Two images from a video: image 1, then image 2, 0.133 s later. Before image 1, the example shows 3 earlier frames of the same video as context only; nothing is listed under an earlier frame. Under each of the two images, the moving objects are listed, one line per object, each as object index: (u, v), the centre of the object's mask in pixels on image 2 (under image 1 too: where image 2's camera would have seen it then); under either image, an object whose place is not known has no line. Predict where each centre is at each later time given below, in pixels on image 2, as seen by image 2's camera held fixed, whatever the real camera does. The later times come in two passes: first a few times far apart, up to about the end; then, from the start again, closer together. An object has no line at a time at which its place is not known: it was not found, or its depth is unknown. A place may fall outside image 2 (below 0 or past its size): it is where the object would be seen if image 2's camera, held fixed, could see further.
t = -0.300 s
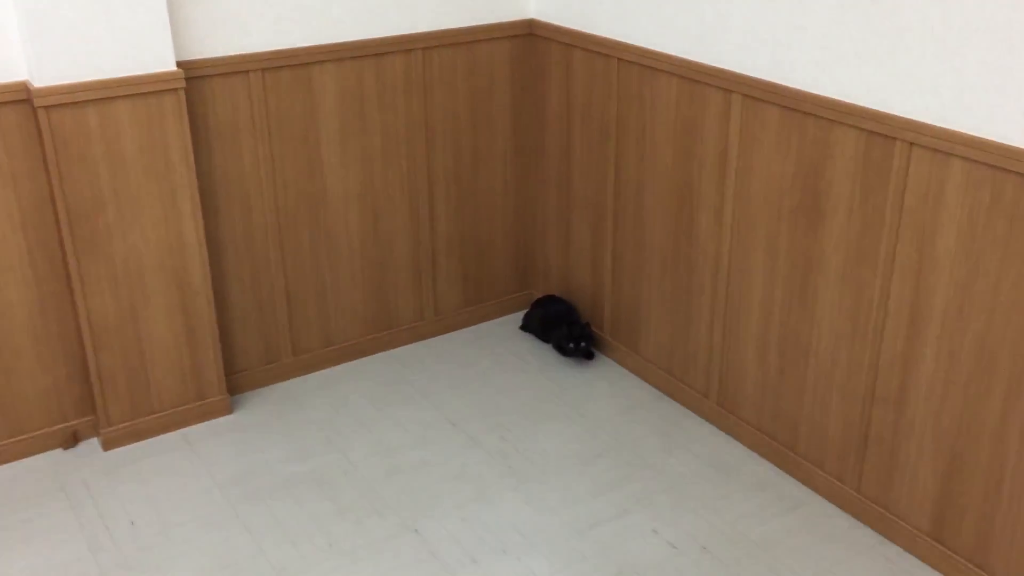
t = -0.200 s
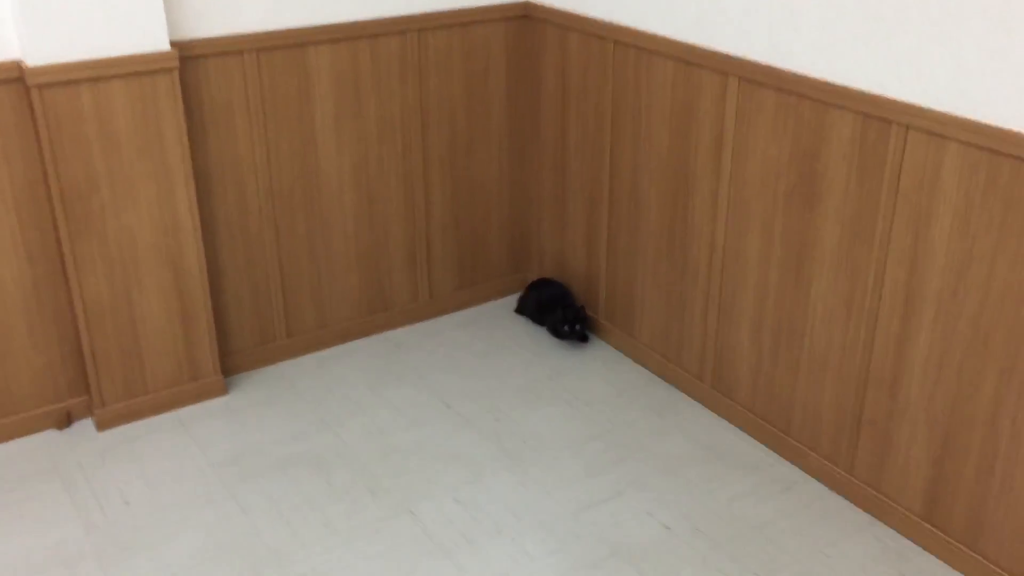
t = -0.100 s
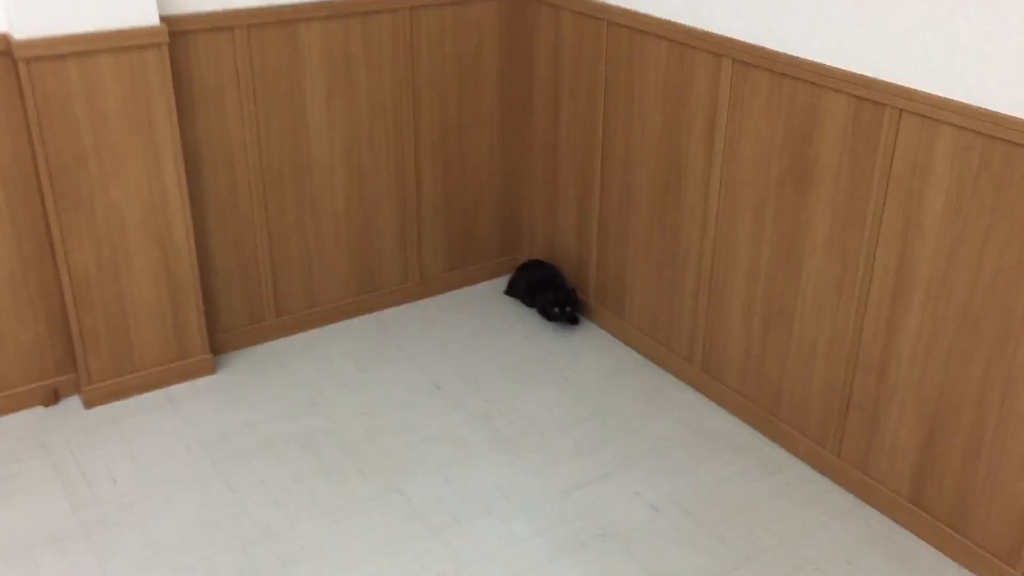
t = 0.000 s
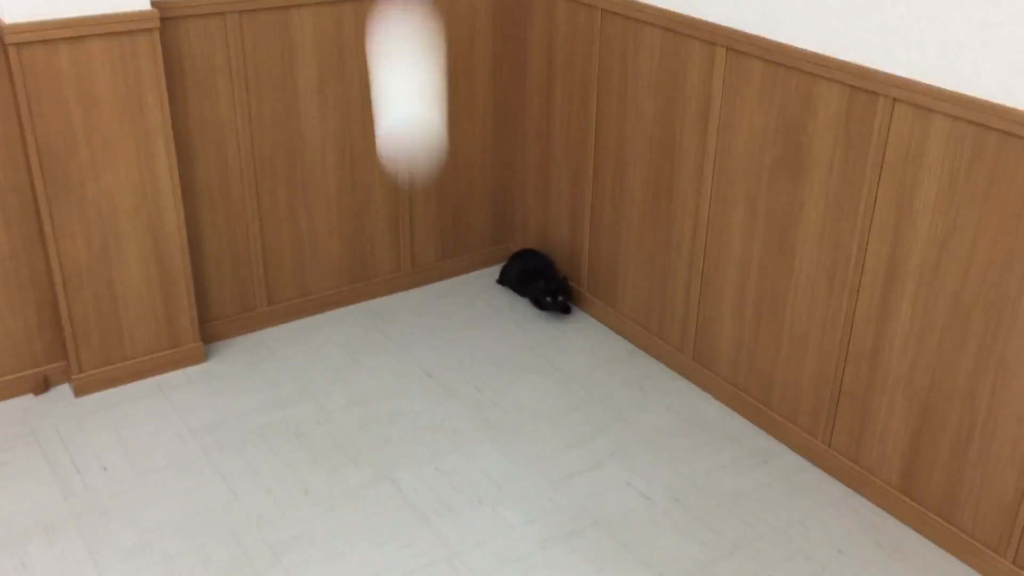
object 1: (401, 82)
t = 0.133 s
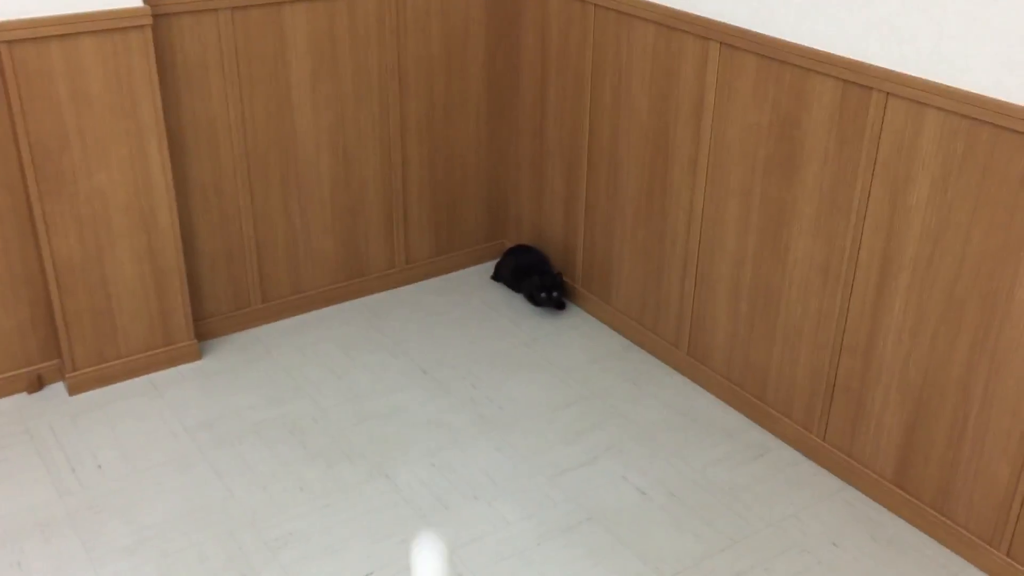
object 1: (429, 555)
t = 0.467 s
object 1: (434, 380)
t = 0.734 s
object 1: (427, 24)
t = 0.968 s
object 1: (430, 119)
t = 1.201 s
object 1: (436, 446)
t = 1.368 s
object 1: (439, 343)
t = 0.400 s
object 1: (436, 529)
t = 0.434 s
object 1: (435, 452)
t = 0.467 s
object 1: (434, 380)
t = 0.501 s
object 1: (433, 311)
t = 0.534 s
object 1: (432, 249)
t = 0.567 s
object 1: (430, 194)
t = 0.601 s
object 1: (429, 144)
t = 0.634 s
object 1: (429, 102)
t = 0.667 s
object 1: (428, 68)
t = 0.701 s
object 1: (428, 42)
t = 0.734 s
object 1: (427, 24)
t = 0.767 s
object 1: (427, 15)
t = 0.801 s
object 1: (427, 14)
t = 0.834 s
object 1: (428, 21)
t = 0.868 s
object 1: (428, 35)
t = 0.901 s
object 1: (429, 57)
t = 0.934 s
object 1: (429, 86)
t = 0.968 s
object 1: (430, 119)
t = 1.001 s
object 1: (431, 157)
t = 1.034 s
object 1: (432, 199)
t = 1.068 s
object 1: (433, 244)
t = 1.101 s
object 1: (434, 293)
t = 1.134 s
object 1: (435, 343)
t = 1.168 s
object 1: (436, 394)
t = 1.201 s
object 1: (436, 446)
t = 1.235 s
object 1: (438, 503)
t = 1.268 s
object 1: (437, 493)
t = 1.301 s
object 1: (438, 439)
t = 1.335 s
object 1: (439, 389)
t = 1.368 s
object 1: (439, 343)
